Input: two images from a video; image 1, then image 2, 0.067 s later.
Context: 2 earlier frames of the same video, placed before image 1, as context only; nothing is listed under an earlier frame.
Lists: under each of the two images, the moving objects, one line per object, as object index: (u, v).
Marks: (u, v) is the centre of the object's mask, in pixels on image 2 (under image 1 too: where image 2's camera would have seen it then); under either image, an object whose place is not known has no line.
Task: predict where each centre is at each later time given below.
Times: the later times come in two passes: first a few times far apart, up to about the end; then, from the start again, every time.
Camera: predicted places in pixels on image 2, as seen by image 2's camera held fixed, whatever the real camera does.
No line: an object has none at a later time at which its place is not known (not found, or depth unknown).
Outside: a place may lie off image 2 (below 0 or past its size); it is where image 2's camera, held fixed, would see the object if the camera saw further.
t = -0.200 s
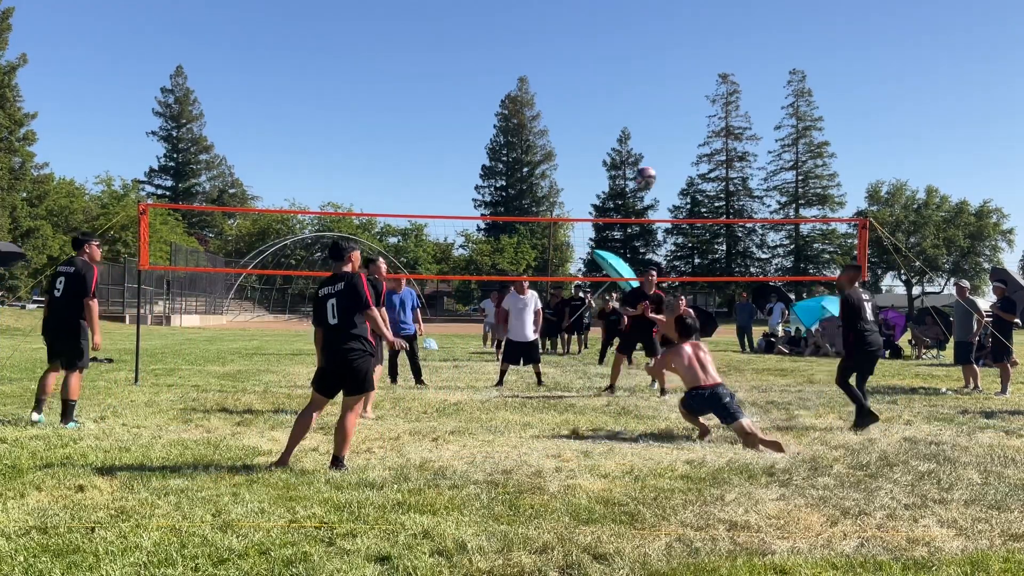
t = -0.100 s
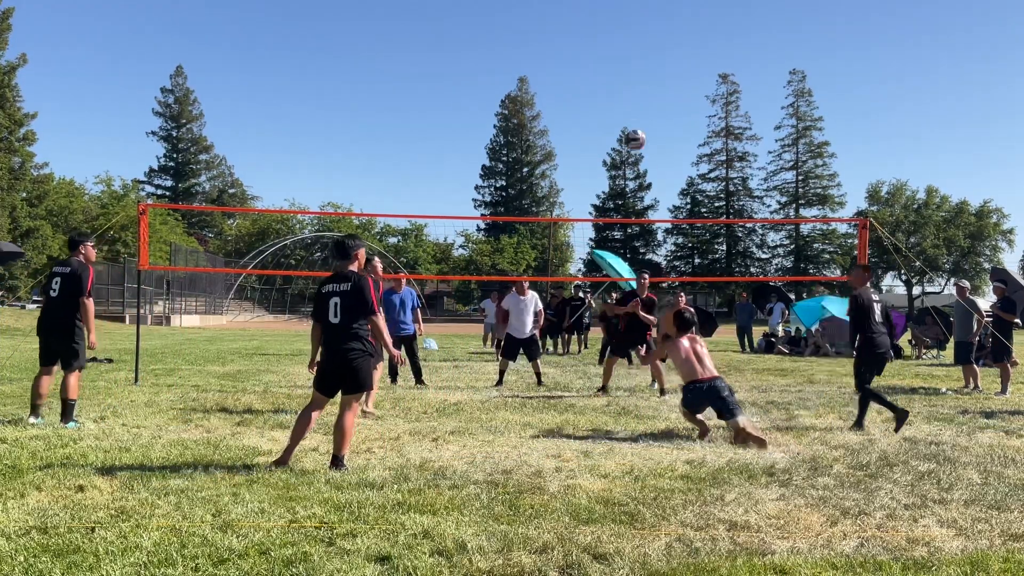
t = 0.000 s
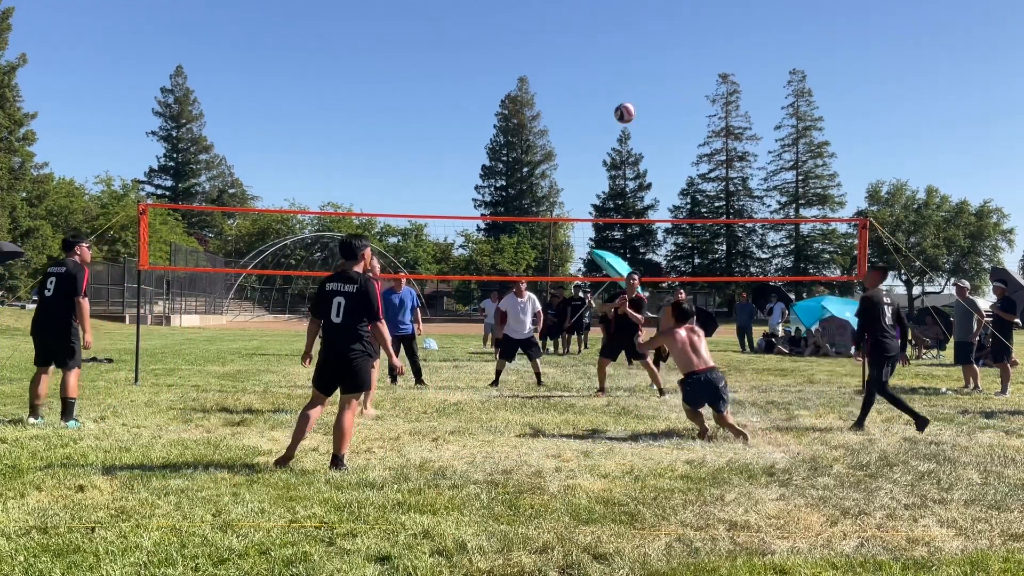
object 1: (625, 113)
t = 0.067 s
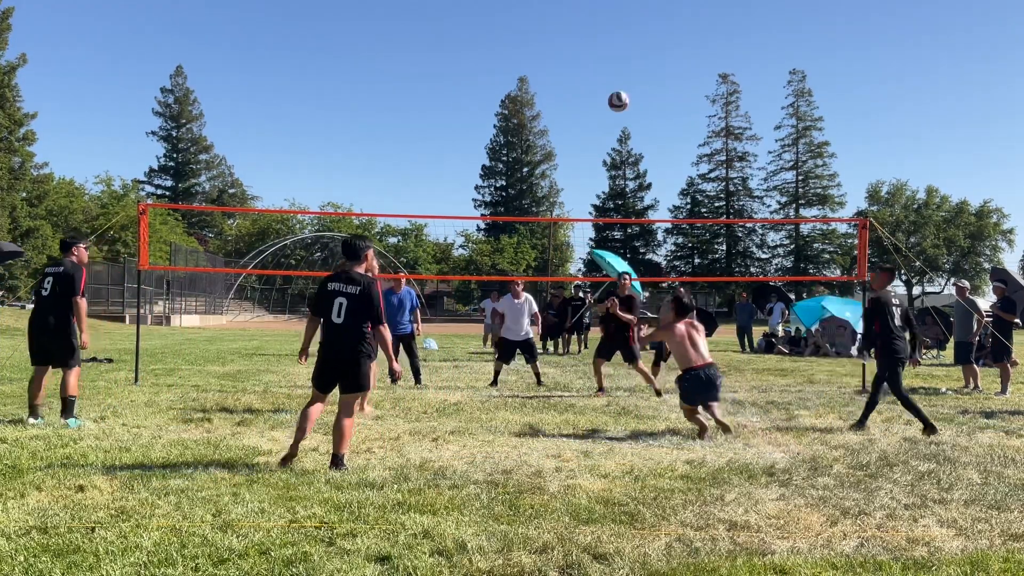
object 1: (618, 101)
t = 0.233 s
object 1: (602, 90)
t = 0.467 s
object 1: (580, 117)
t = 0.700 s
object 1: (559, 191)
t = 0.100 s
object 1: (615, 97)
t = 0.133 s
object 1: (611, 93)
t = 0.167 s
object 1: (608, 91)
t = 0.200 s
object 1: (605, 90)
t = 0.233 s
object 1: (602, 90)
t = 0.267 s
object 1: (599, 91)
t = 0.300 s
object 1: (595, 92)
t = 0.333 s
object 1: (592, 96)
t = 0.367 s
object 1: (589, 100)
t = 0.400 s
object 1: (586, 104)
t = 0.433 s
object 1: (583, 110)
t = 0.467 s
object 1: (580, 117)
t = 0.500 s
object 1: (577, 125)
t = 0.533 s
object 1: (574, 134)
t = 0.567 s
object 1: (571, 143)
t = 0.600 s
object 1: (567, 154)
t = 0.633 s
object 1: (564, 166)
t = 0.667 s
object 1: (561, 178)
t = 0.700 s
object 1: (559, 191)
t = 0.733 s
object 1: (555, 204)
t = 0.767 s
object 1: (554, 221)
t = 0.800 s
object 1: (552, 236)
